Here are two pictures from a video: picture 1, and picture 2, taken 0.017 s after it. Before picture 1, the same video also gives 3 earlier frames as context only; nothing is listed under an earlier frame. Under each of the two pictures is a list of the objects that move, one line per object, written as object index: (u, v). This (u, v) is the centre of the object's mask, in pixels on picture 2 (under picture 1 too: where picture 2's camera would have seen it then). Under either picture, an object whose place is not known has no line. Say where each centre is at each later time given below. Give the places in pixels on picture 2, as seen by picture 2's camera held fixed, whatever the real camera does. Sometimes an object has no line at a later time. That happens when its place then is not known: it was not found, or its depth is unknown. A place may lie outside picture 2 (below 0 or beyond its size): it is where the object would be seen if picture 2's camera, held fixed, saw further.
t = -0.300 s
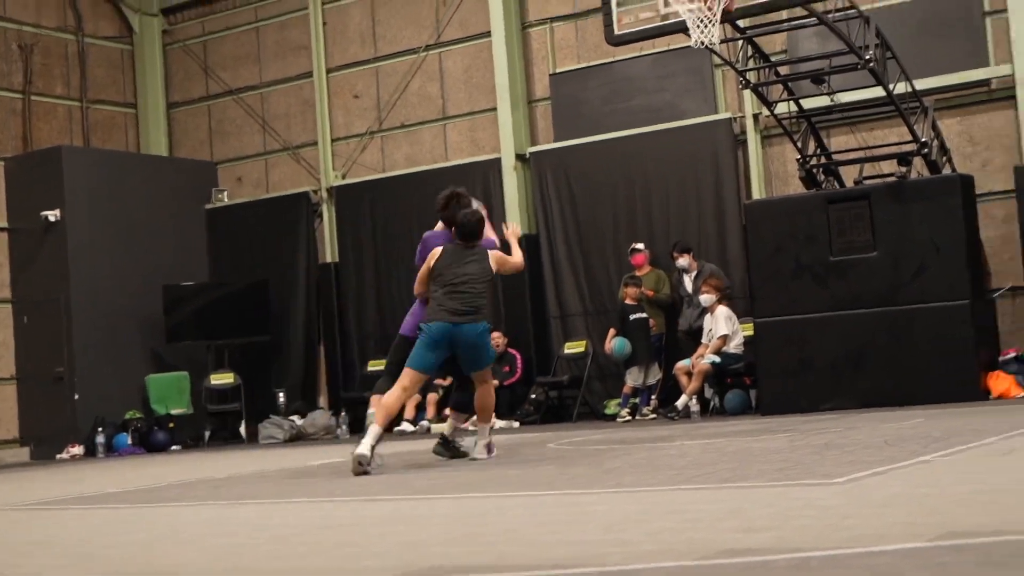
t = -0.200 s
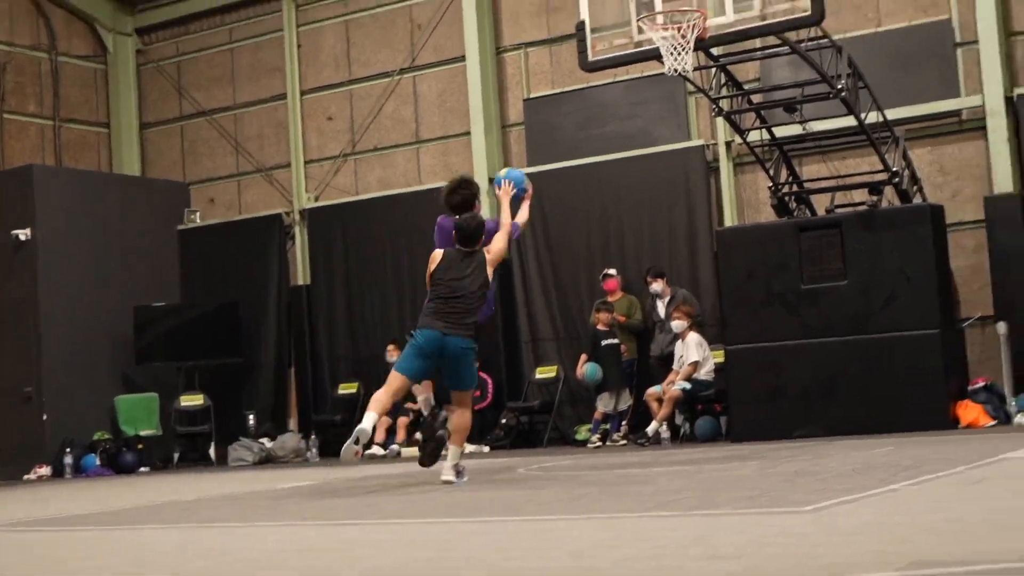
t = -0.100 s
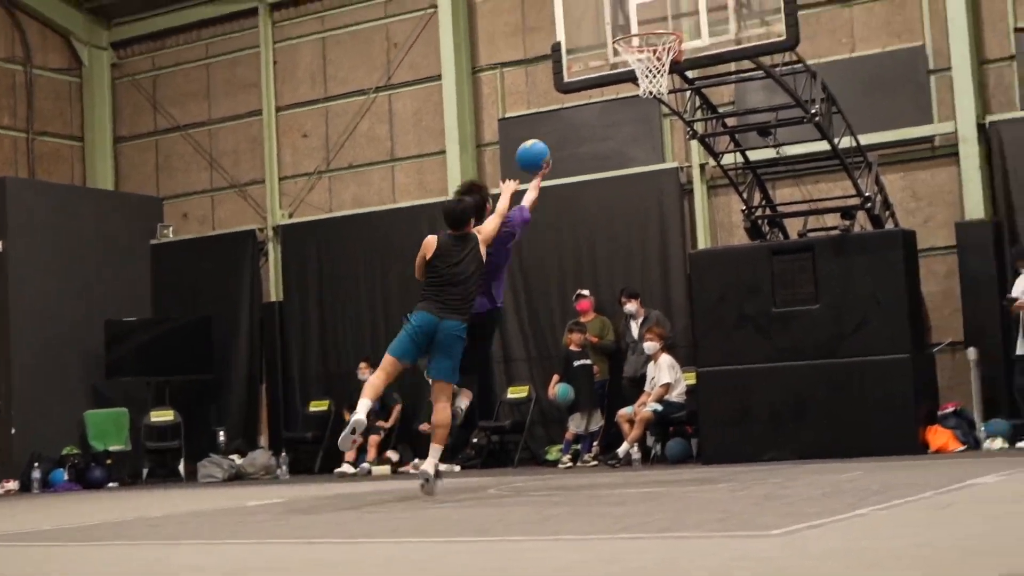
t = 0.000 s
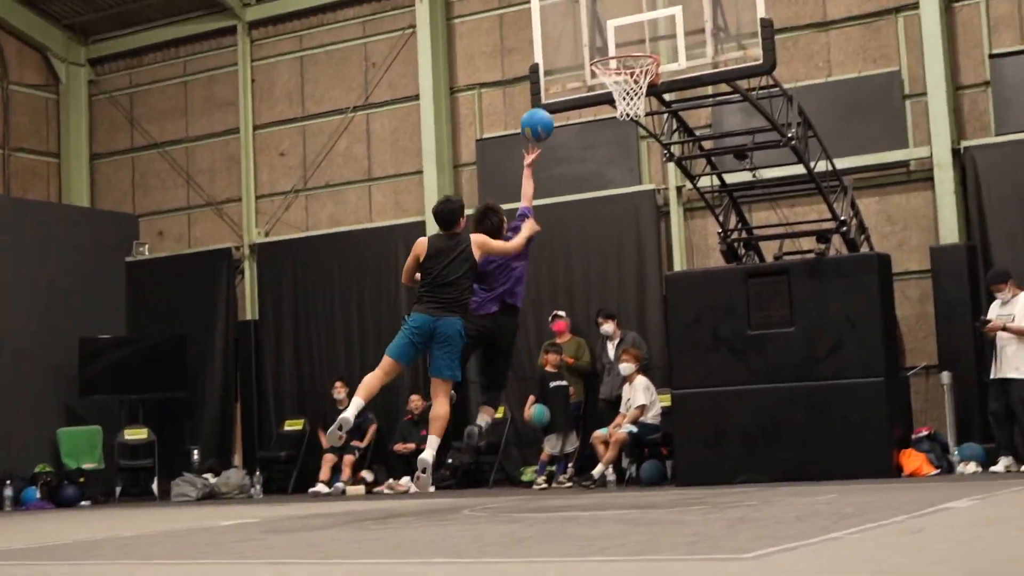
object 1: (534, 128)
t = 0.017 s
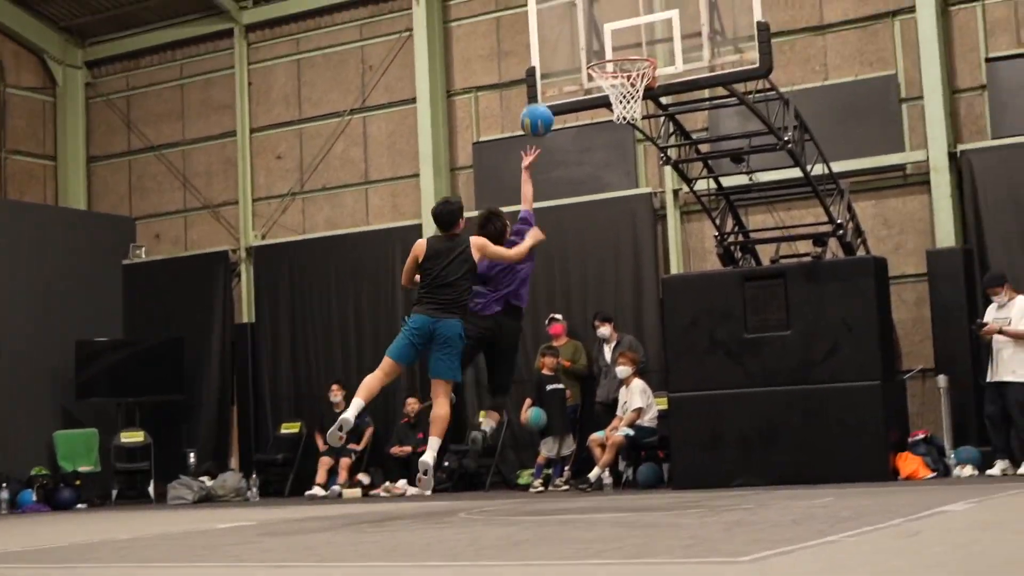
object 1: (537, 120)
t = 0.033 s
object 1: (540, 112)
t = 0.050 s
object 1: (543, 105)
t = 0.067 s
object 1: (546, 98)
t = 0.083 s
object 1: (549, 91)
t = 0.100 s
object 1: (552, 85)
